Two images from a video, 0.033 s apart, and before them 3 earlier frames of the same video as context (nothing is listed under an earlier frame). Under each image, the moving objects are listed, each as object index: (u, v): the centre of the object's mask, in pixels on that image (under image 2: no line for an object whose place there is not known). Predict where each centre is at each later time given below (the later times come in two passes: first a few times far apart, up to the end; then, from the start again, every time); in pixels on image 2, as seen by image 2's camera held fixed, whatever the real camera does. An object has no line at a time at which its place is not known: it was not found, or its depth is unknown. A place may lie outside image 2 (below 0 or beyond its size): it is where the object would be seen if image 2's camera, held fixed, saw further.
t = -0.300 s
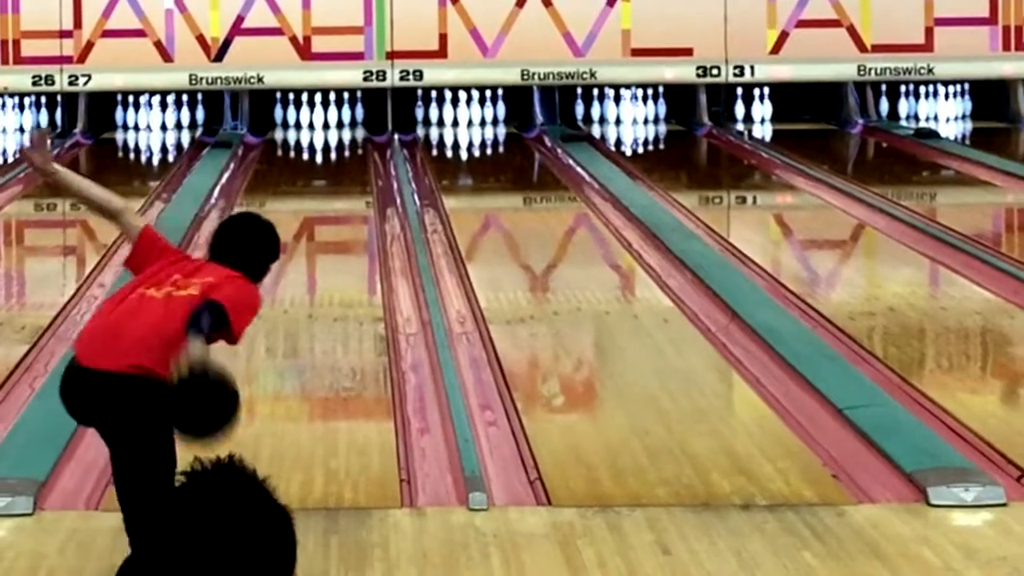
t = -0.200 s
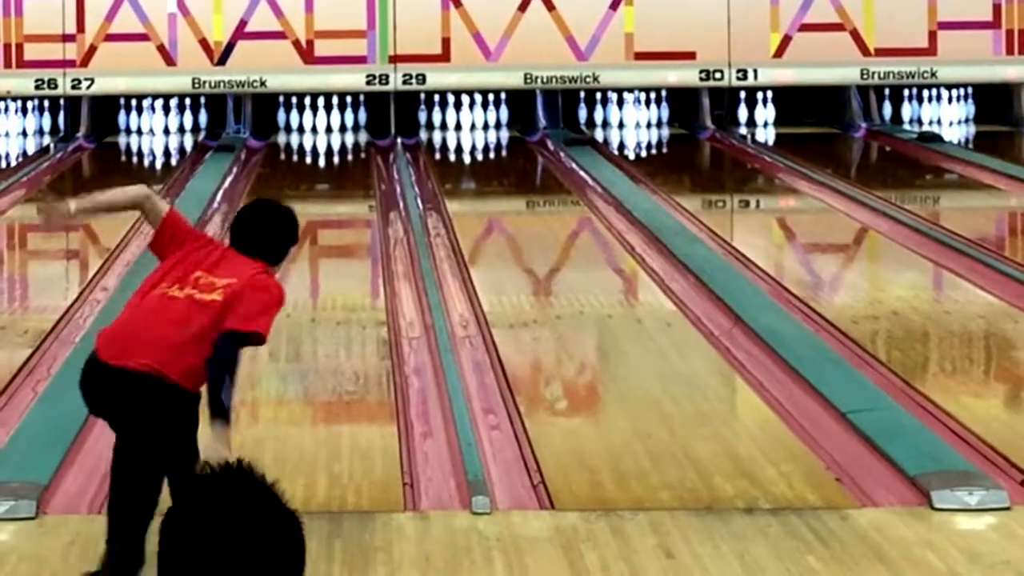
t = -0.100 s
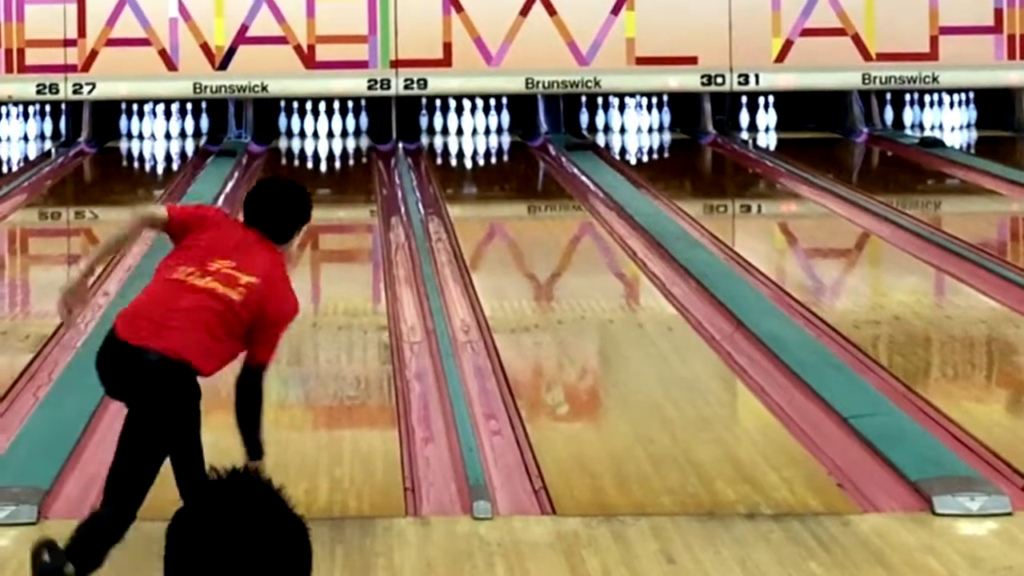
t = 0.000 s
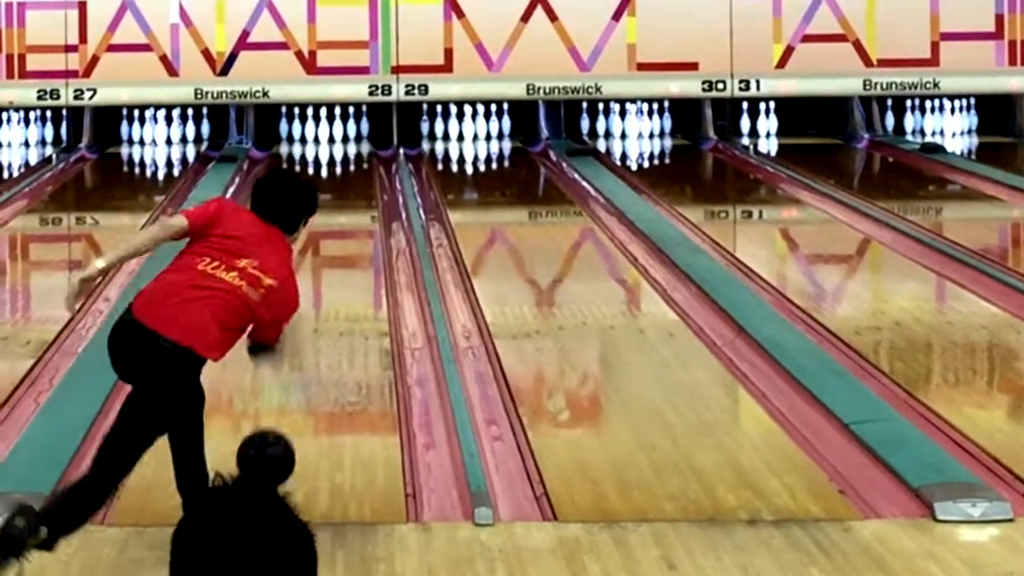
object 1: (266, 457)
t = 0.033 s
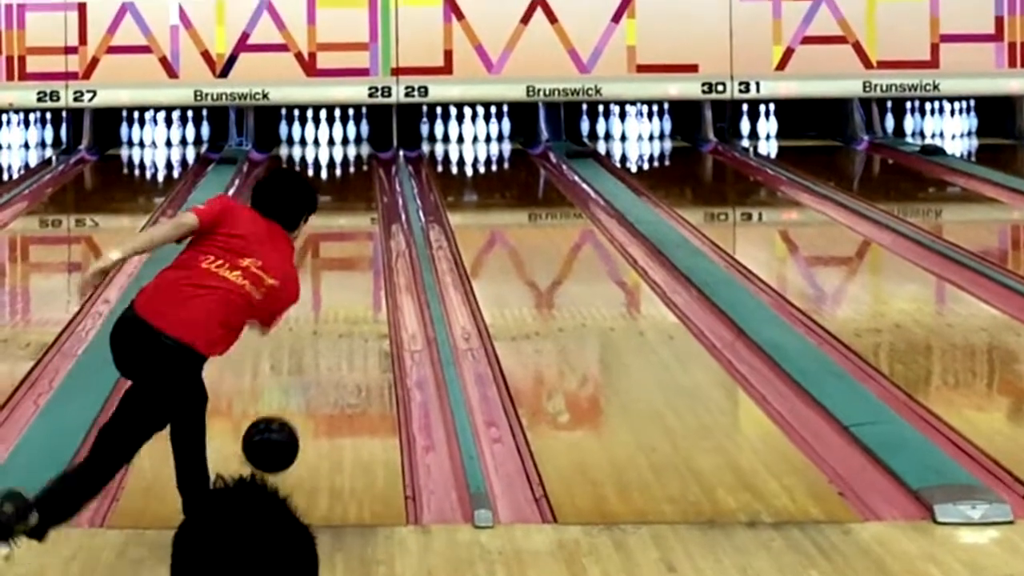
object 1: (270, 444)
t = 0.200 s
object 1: (291, 401)
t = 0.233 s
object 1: (295, 389)
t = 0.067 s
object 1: (274, 431)
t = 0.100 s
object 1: (279, 422)
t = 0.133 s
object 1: (283, 417)
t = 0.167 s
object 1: (287, 413)
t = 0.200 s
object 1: (291, 401)
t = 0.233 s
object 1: (295, 389)
